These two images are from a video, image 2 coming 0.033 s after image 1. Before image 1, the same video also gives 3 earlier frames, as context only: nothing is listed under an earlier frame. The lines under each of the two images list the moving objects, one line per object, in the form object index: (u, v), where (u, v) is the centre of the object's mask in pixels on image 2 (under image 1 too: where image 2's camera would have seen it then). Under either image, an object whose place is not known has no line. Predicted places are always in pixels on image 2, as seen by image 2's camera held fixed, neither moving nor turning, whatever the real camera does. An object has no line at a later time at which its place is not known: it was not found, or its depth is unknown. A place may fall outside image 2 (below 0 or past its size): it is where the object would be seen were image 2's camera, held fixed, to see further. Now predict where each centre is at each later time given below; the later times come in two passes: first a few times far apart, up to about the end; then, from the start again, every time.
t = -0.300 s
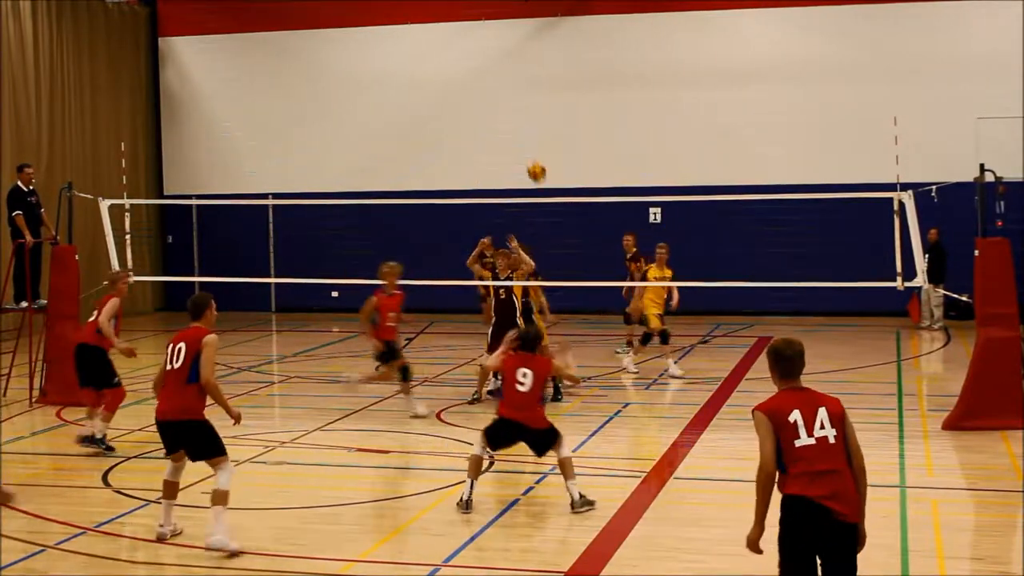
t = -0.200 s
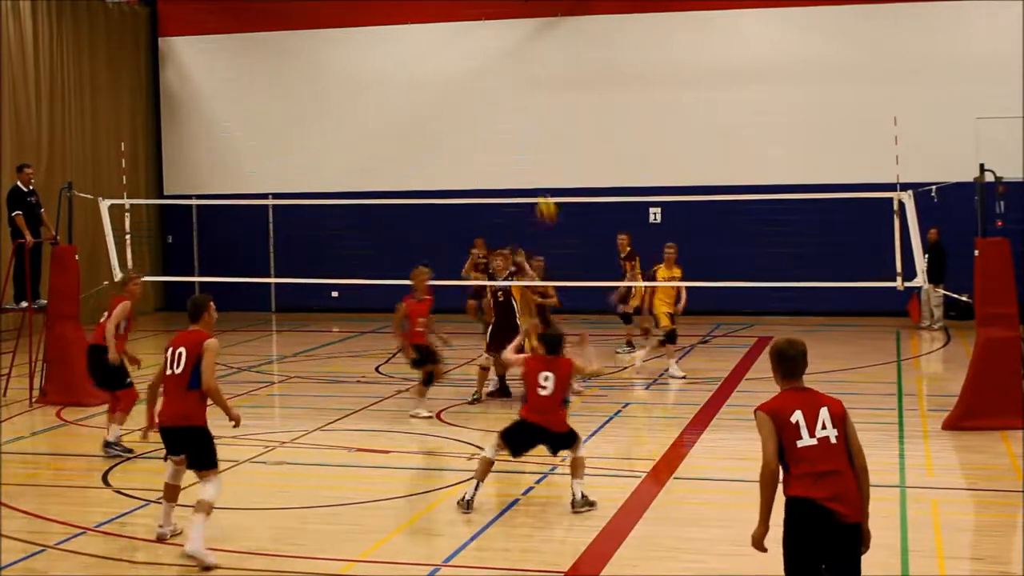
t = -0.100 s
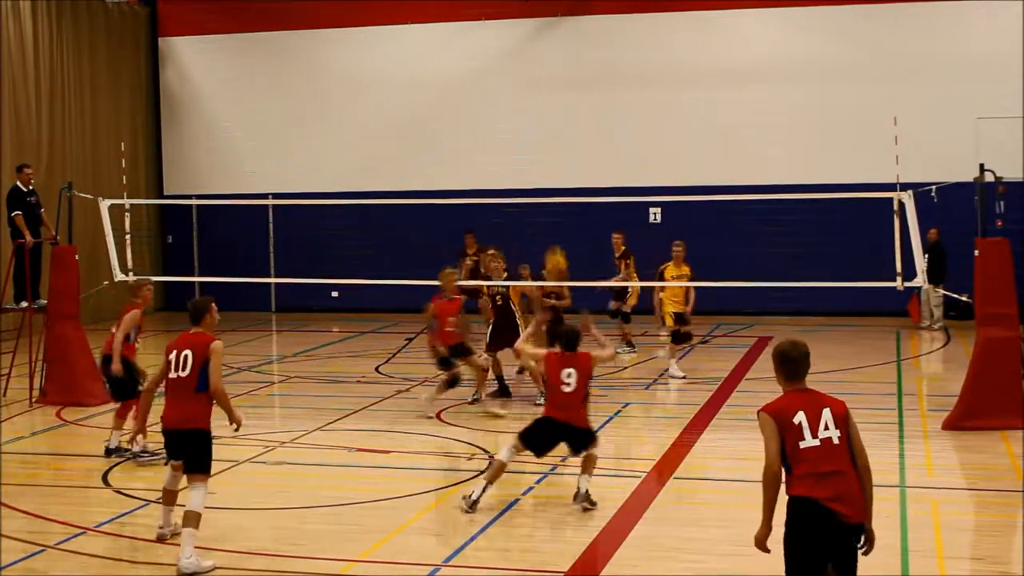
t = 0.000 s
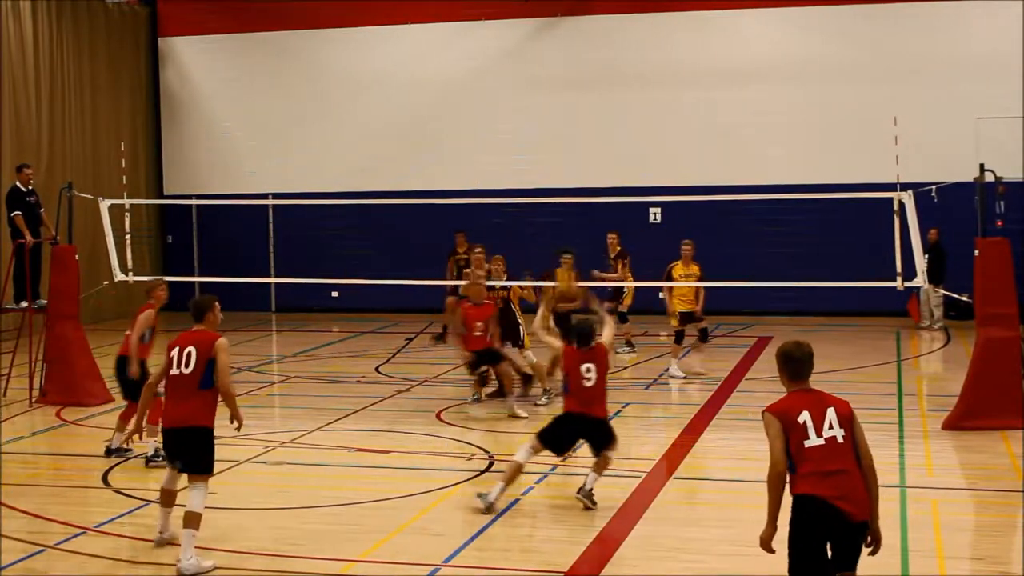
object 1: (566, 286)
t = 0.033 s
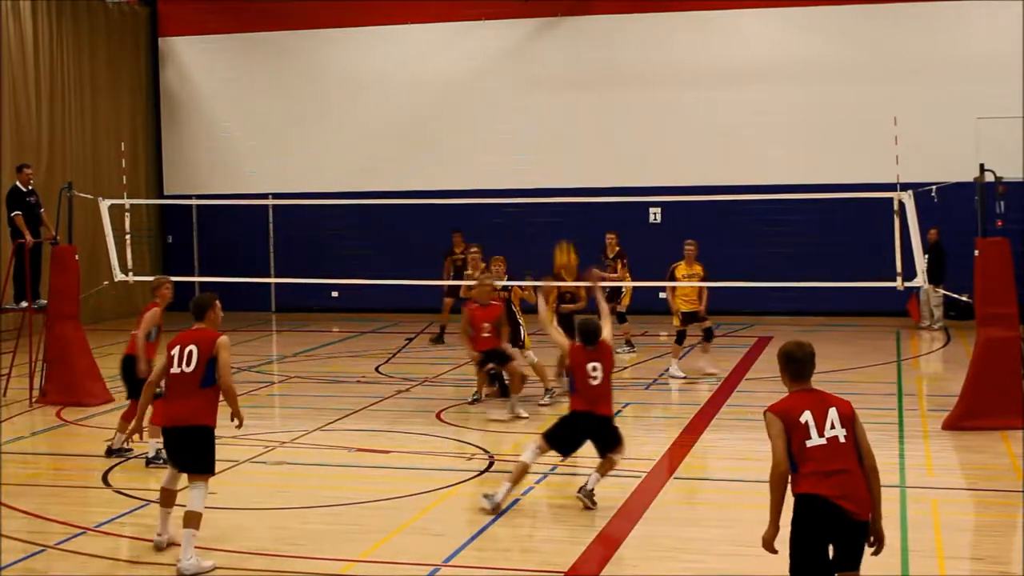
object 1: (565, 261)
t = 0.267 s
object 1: (551, 127)
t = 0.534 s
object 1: (539, 66)
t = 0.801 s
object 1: (529, 82)
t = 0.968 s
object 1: (523, 124)
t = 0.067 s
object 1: (564, 236)
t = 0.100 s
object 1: (561, 214)
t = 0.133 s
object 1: (558, 191)
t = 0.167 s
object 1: (556, 173)
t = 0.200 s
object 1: (554, 156)
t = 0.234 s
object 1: (553, 140)
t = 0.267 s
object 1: (551, 127)
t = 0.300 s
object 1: (550, 115)
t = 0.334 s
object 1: (548, 105)
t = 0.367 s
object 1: (547, 95)
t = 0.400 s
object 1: (545, 86)
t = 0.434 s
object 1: (543, 80)
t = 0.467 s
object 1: (542, 74)
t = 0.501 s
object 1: (540, 70)
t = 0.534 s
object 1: (539, 66)
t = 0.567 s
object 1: (537, 64)
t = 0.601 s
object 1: (536, 63)
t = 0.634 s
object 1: (535, 63)
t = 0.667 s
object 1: (534, 65)
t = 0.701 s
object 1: (532, 67)
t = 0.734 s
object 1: (531, 71)
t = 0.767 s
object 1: (530, 76)
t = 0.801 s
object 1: (529, 82)
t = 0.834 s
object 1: (528, 88)
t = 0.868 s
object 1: (527, 96)
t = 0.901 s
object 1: (526, 104)
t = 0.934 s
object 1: (525, 114)
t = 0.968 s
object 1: (523, 124)
